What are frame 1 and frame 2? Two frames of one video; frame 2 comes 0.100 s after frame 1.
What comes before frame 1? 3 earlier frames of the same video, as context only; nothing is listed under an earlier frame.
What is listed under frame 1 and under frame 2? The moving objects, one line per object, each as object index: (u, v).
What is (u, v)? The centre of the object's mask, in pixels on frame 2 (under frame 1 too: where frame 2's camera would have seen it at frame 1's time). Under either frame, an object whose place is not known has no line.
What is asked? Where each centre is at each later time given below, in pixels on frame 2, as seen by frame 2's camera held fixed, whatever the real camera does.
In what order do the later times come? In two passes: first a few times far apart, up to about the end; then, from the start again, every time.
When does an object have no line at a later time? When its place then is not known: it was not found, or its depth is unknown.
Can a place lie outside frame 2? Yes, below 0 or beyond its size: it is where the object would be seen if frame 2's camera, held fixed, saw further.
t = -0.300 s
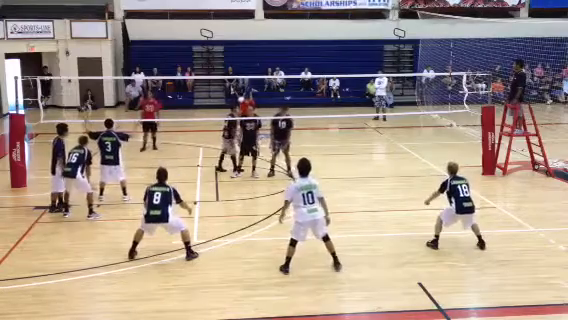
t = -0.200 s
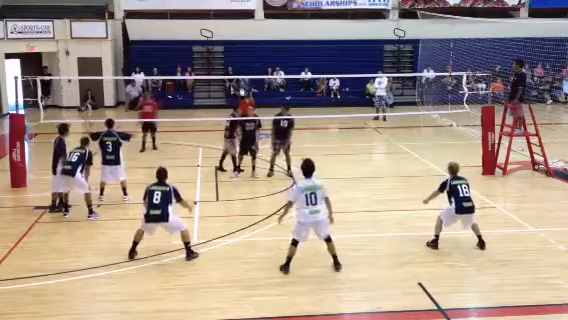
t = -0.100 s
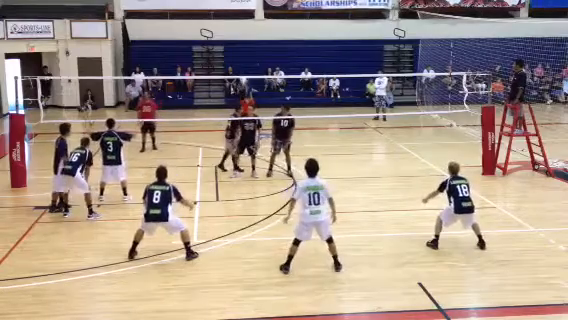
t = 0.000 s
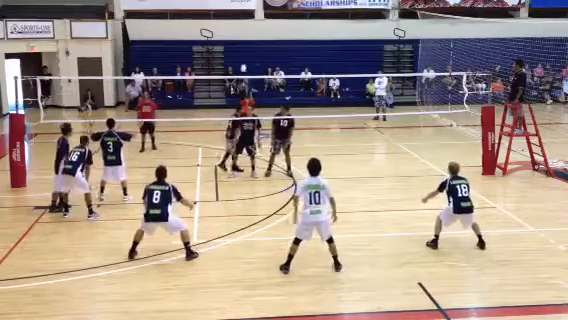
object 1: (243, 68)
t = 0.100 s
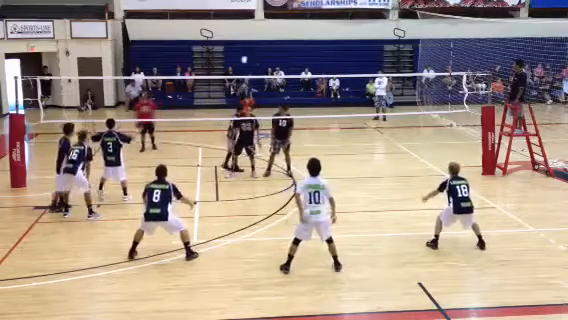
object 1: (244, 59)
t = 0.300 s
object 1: (245, 48)
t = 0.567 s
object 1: (247, 53)
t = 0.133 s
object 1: (244, 56)
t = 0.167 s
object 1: (244, 54)
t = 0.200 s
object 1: (244, 52)
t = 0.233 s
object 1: (244, 51)
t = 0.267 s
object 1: (245, 50)
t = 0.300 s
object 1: (245, 48)
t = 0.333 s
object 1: (245, 49)
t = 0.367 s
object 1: (245, 49)
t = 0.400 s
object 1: (245, 48)
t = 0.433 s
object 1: (245, 48)
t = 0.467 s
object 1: (246, 49)
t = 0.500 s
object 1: (246, 50)
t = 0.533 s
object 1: (247, 51)
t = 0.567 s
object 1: (247, 53)
